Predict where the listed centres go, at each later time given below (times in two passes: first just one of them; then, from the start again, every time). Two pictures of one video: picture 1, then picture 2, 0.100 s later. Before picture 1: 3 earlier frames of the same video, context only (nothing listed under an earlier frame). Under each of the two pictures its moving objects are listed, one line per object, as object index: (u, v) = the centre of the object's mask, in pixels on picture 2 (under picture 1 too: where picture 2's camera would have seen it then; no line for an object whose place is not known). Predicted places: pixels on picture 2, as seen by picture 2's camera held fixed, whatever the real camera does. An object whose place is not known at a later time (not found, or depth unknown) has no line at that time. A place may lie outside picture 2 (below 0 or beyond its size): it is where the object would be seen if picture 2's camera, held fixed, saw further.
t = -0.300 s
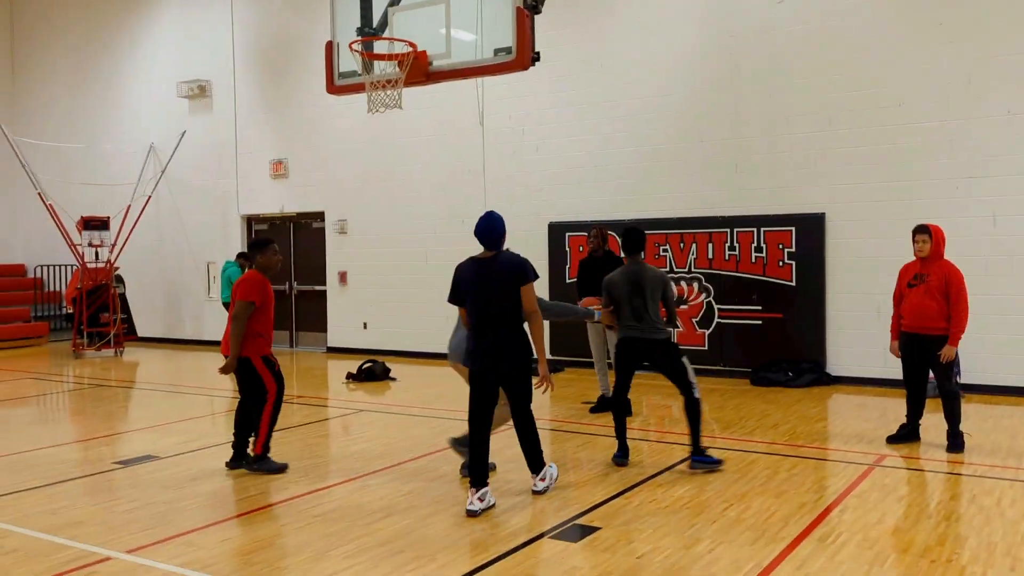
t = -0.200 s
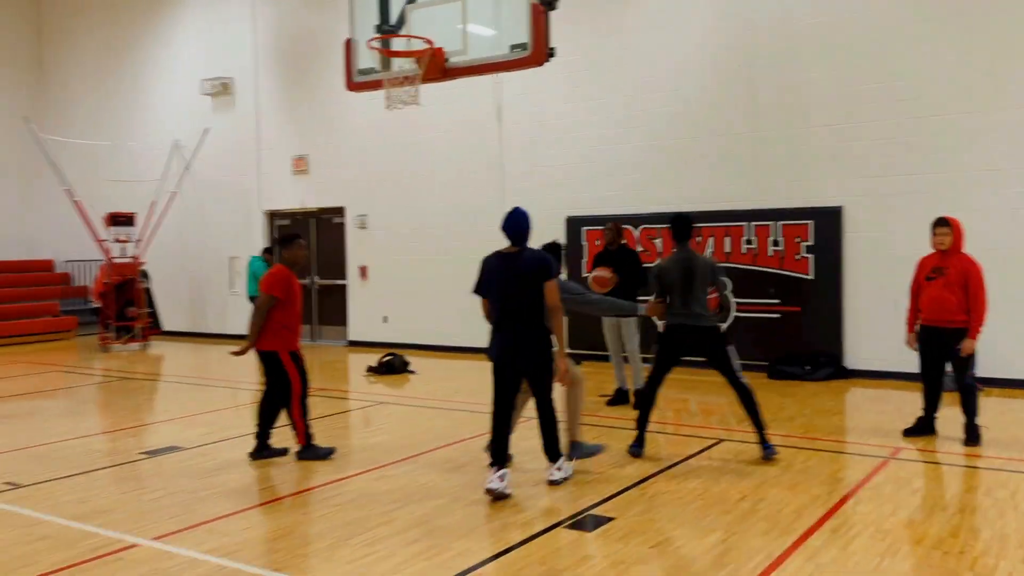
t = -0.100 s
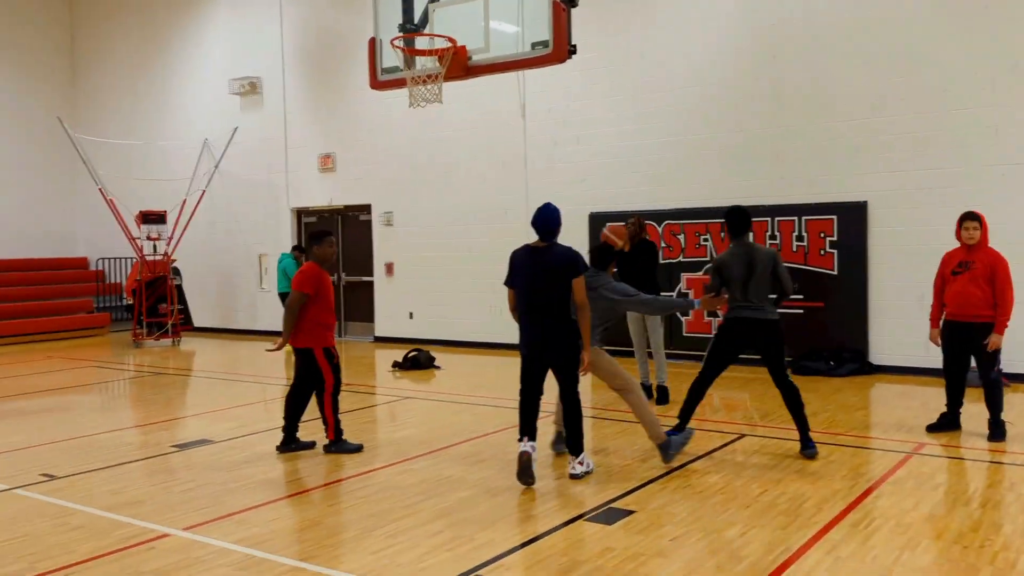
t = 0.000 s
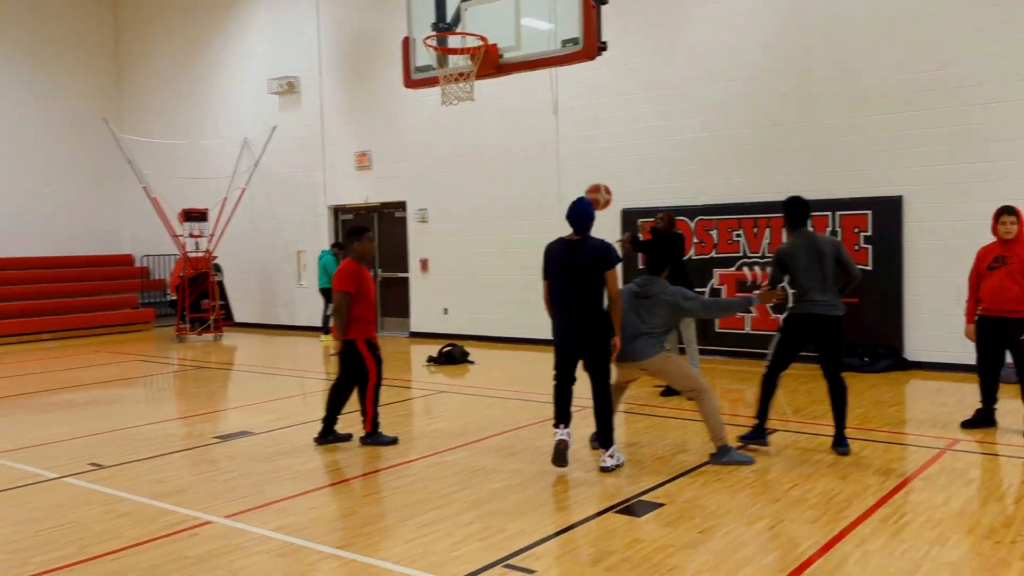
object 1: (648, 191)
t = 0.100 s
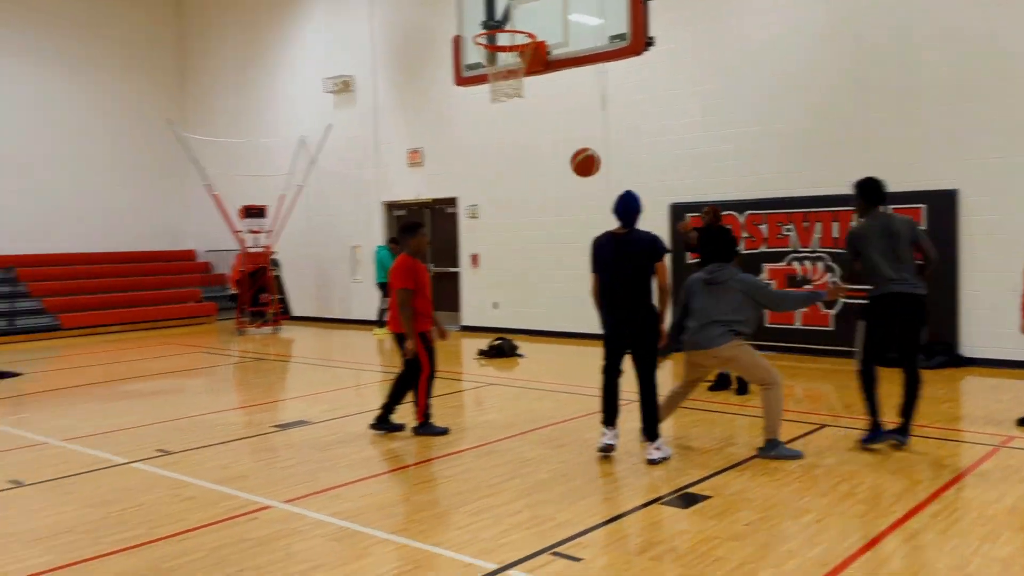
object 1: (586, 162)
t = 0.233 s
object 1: (490, 136)
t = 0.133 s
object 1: (563, 154)
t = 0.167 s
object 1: (540, 147)
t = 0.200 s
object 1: (515, 140)
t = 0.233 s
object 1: (490, 136)
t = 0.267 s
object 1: (463, 132)
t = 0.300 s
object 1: (436, 130)
